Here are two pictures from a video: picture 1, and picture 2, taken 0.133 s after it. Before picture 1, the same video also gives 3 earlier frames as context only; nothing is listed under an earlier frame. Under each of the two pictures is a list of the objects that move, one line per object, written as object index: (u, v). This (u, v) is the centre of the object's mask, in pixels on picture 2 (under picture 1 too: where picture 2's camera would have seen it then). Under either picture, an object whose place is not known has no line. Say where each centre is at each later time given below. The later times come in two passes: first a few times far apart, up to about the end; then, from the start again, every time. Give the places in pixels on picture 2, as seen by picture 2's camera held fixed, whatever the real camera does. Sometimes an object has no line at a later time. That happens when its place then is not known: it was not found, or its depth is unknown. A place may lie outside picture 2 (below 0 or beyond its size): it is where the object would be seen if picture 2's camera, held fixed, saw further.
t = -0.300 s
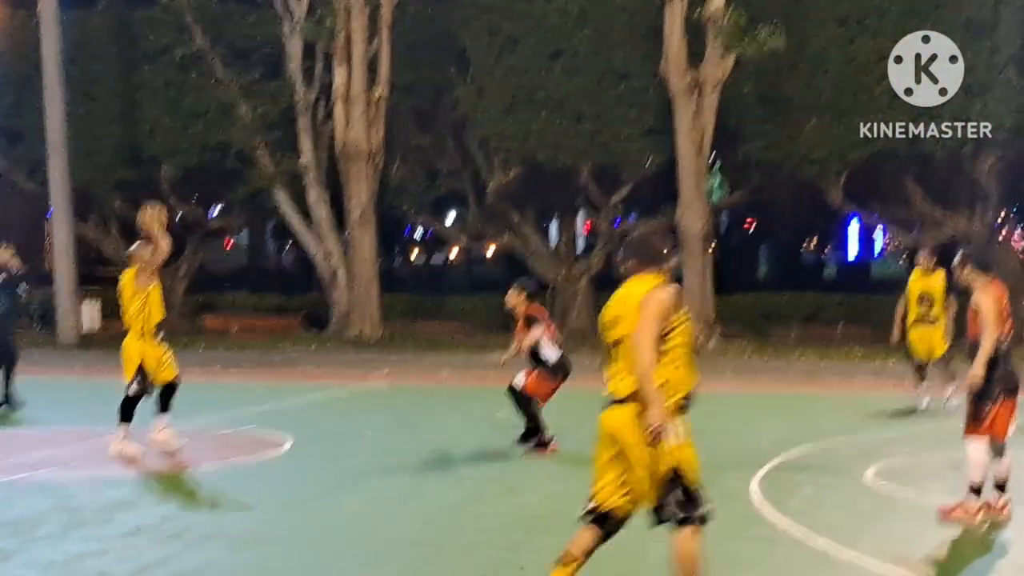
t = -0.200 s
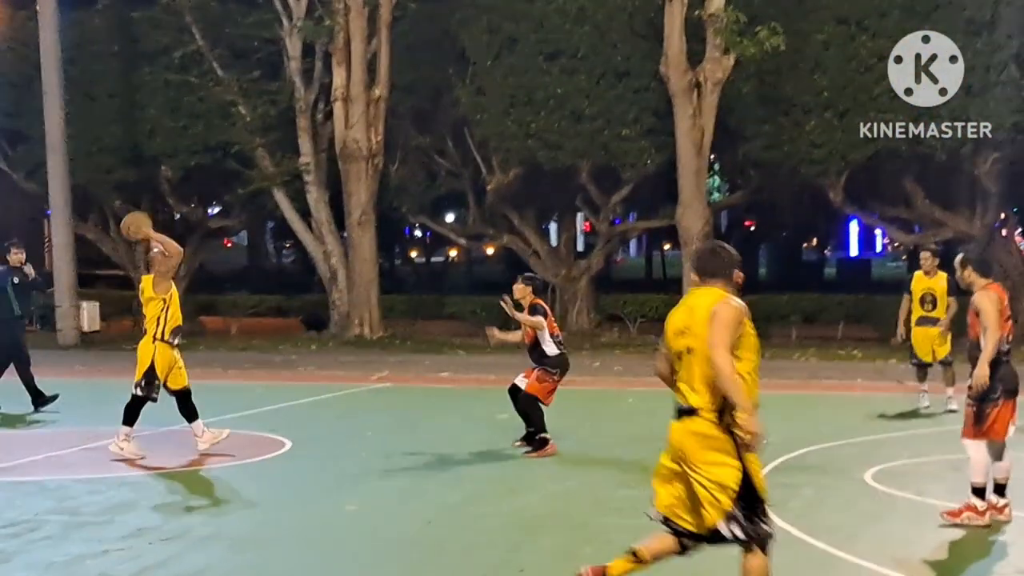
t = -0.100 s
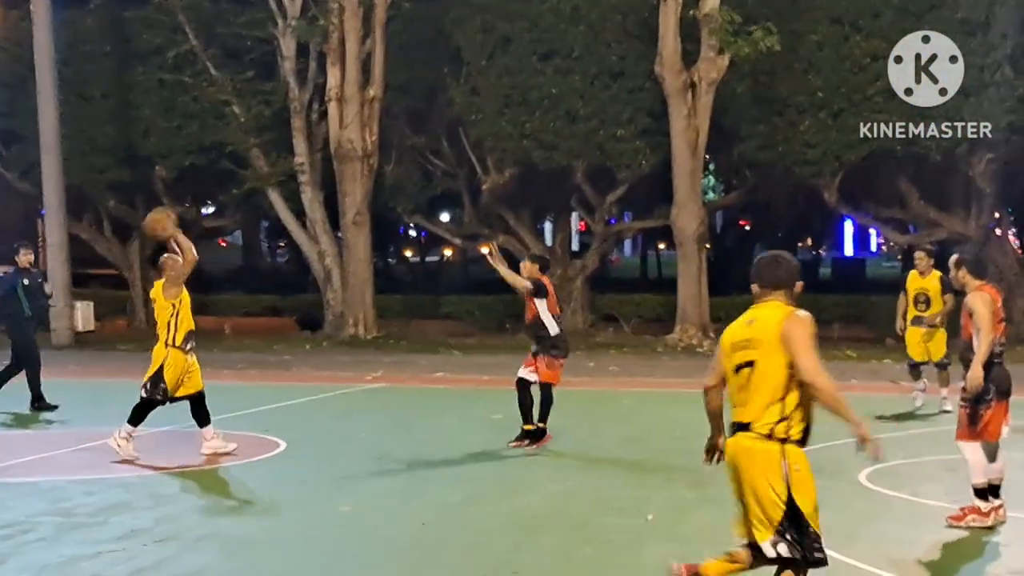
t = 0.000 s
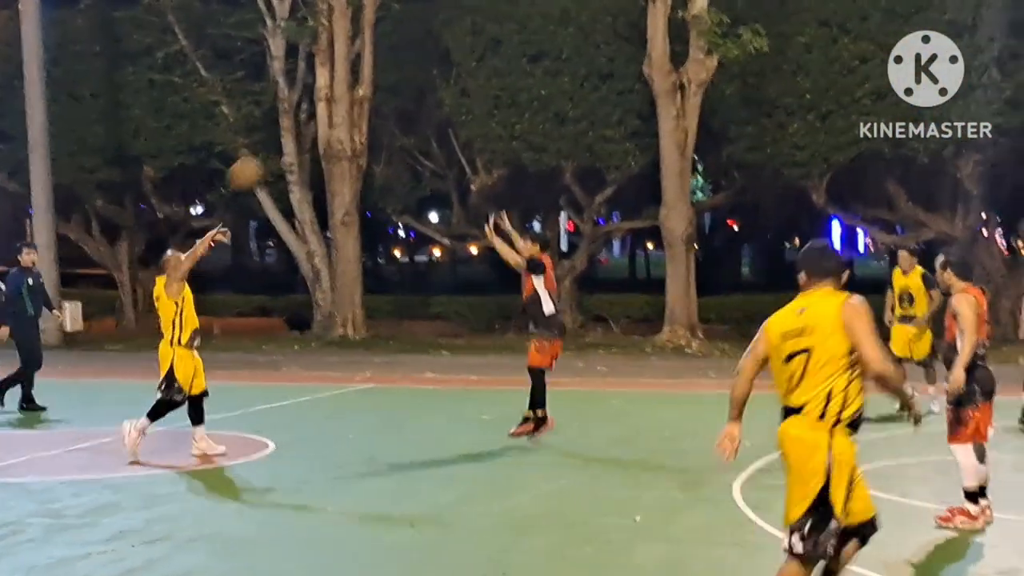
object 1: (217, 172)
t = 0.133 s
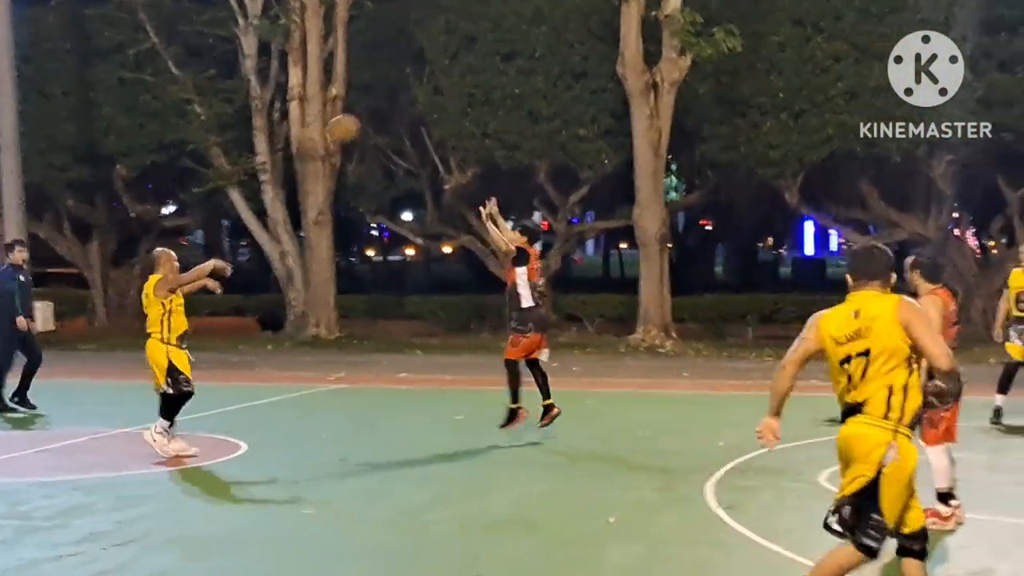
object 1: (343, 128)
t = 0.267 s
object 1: (459, 108)
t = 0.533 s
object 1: (665, 130)
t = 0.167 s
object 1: (373, 121)
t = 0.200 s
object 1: (403, 115)
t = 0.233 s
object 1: (431, 111)
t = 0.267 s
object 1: (459, 108)
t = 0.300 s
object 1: (487, 107)
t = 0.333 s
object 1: (514, 107)
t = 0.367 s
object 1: (540, 108)
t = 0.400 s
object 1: (566, 110)
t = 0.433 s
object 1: (591, 113)
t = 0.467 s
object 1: (615, 118)
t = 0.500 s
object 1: (640, 125)
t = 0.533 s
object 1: (665, 130)
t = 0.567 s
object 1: (690, 138)
